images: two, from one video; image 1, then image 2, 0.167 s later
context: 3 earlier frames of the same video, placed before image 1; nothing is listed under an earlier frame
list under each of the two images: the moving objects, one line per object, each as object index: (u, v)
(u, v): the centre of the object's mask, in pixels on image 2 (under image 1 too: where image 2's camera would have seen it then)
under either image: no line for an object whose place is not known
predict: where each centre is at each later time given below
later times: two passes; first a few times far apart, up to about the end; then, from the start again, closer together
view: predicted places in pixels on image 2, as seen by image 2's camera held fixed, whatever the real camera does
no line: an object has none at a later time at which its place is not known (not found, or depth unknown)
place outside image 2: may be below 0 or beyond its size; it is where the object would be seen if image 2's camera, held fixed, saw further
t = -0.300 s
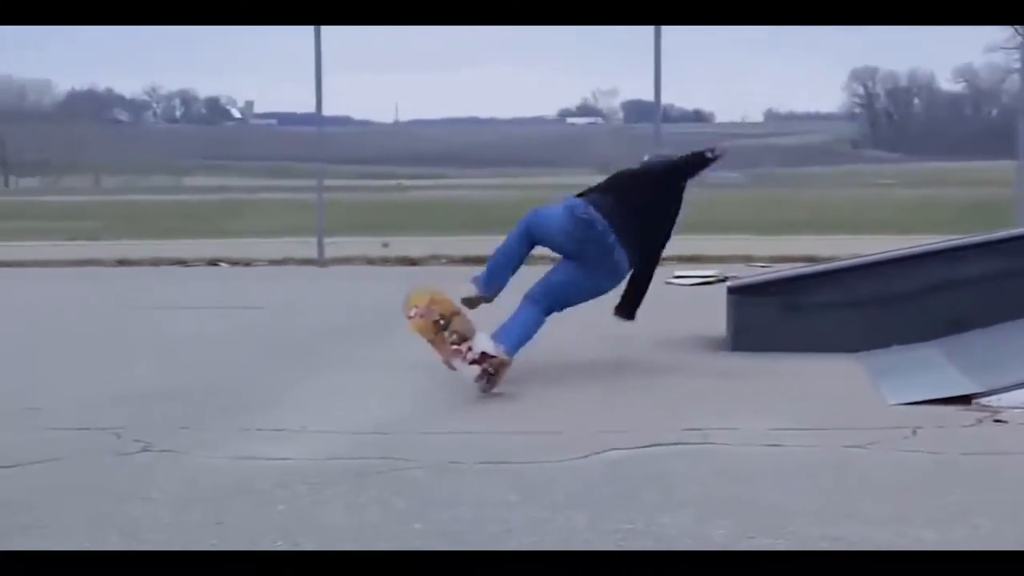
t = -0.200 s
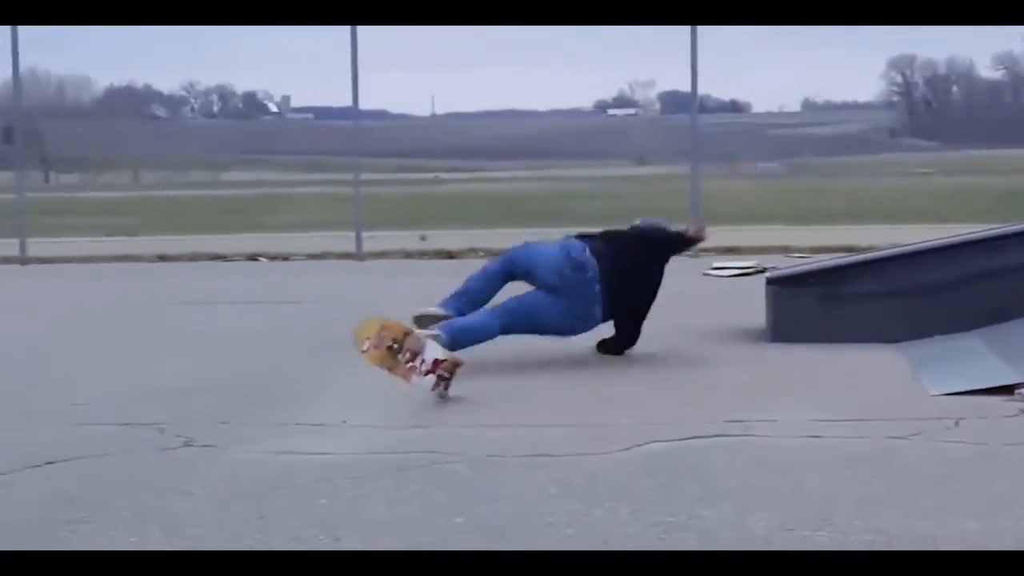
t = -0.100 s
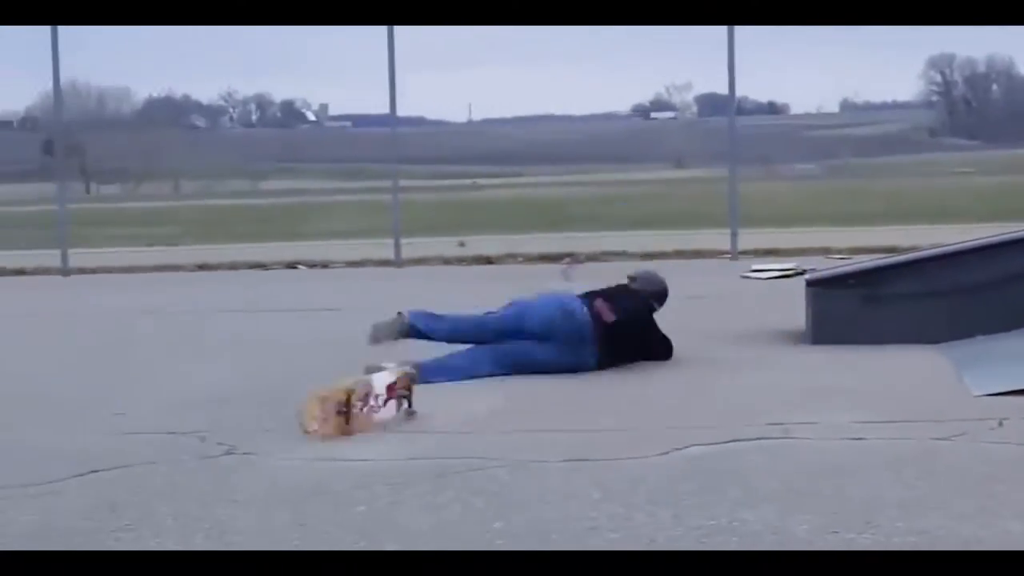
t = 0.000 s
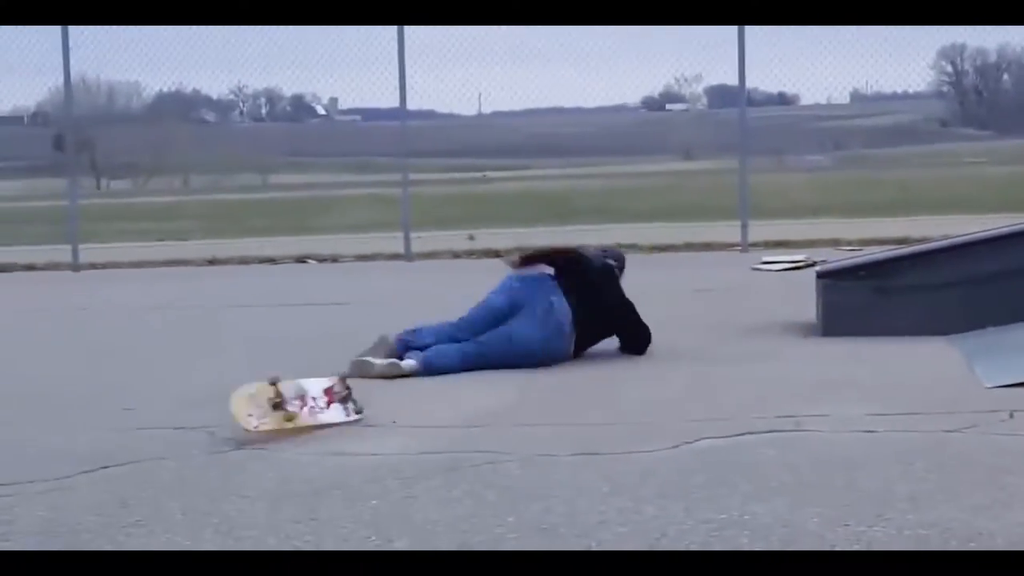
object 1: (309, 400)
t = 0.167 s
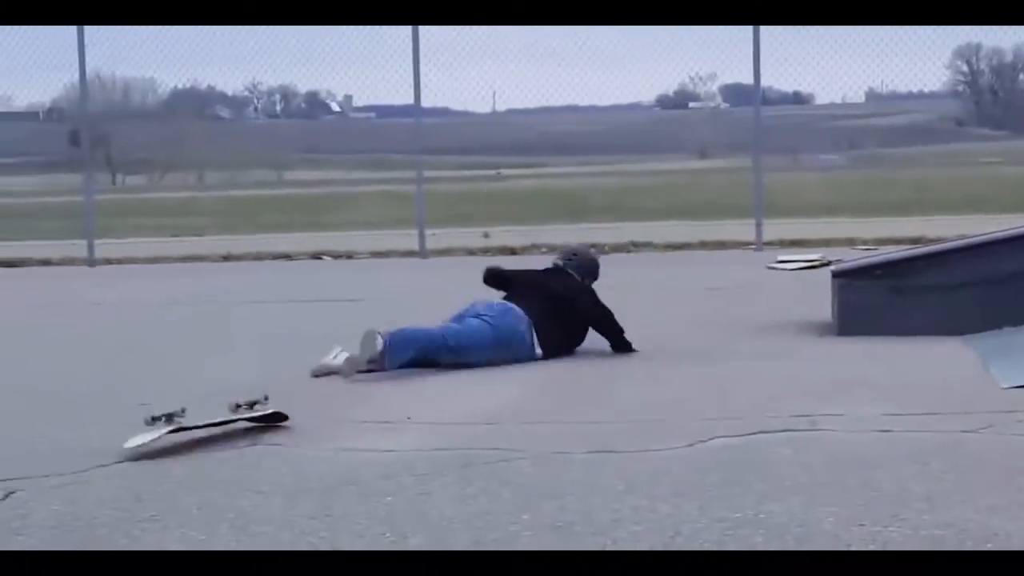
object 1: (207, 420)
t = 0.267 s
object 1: (152, 423)
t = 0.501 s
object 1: (39, 451)
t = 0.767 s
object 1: (41, 450)
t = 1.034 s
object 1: (81, 439)
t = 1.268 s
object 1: (71, 444)
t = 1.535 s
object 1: (74, 444)
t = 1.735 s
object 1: (78, 440)
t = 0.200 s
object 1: (190, 419)
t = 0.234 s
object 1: (171, 420)
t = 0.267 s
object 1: (152, 423)
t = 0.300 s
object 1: (135, 428)
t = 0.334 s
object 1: (110, 437)
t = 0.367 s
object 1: (90, 444)
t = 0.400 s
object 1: (72, 446)
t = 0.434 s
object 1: (59, 448)
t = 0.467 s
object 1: (49, 449)
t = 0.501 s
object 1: (39, 451)
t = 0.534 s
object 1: (34, 453)
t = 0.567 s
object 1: (32, 452)
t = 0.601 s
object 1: (29, 449)
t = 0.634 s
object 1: (28, 450)
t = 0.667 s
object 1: (28, 450)
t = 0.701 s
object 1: (32, 450)
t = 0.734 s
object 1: (37, 450)
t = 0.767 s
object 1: (41, 450)
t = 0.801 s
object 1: (50, 449)
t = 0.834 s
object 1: (59, 446)
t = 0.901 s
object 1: (77, 441)
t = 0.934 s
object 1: (78, 440)
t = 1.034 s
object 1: (81, 439)
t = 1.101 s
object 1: (93, 441)
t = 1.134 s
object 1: (92, 442)
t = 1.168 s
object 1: (82, 441)
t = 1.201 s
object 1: (75, 443)
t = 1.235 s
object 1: (71, 444)
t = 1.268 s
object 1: (71, 444)
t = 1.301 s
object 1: (73, 443)
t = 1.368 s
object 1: (75, 442)
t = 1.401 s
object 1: (73, 442)
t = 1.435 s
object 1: (72, 443)
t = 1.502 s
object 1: (73, 444)
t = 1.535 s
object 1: (74, 444)
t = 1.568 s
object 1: (74, 444)
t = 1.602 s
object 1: (74, 443)
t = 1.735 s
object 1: (78, 440)
